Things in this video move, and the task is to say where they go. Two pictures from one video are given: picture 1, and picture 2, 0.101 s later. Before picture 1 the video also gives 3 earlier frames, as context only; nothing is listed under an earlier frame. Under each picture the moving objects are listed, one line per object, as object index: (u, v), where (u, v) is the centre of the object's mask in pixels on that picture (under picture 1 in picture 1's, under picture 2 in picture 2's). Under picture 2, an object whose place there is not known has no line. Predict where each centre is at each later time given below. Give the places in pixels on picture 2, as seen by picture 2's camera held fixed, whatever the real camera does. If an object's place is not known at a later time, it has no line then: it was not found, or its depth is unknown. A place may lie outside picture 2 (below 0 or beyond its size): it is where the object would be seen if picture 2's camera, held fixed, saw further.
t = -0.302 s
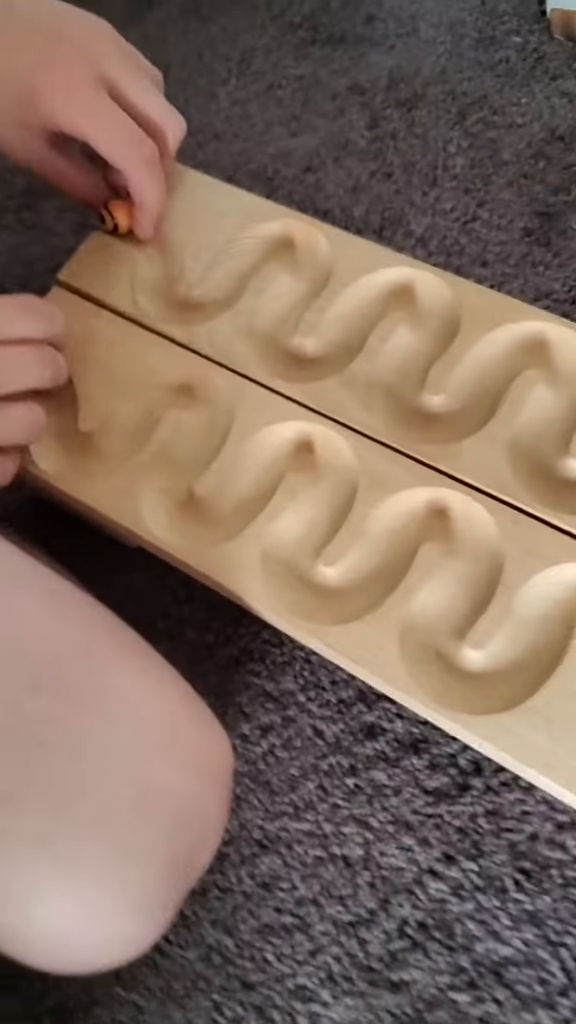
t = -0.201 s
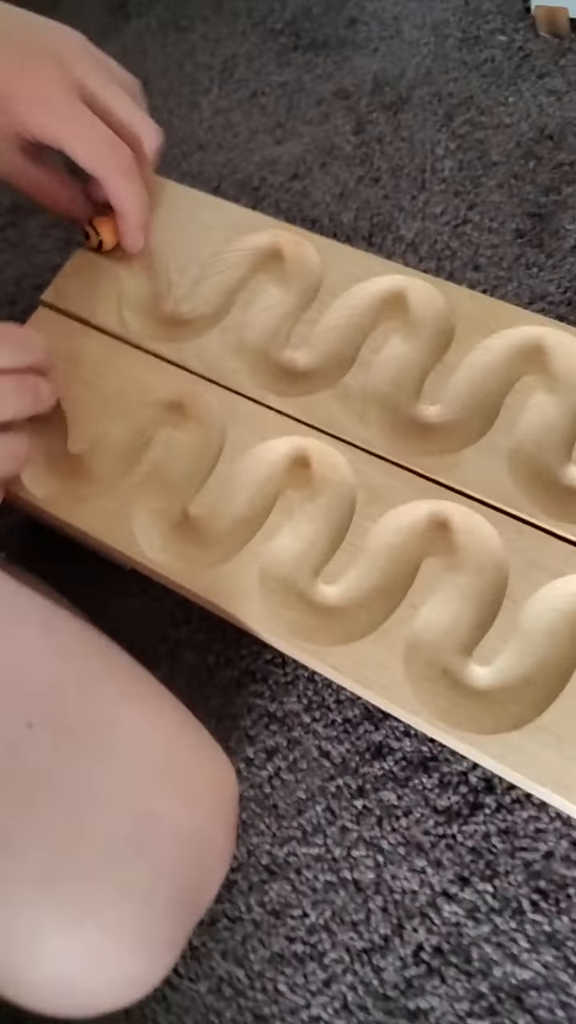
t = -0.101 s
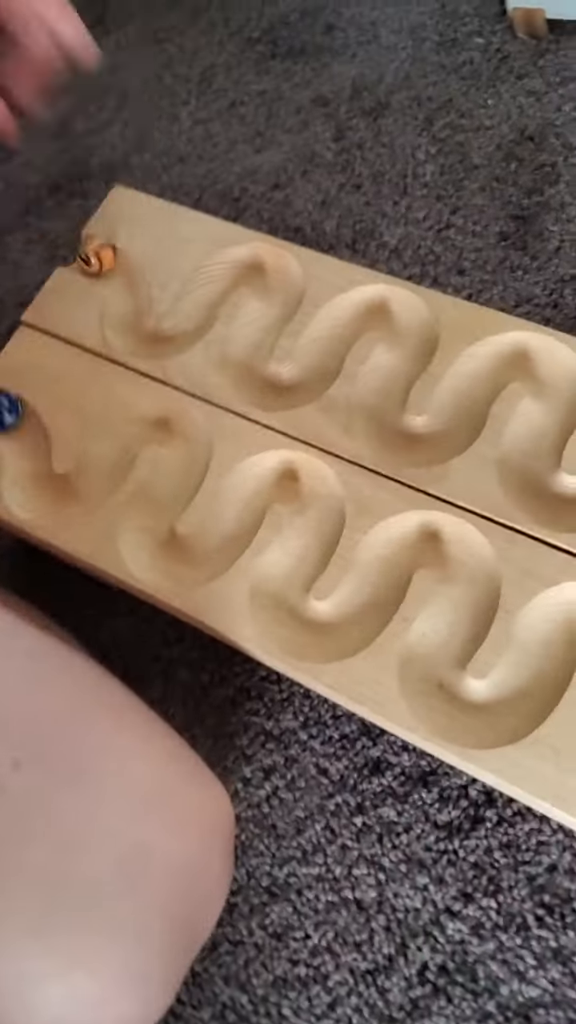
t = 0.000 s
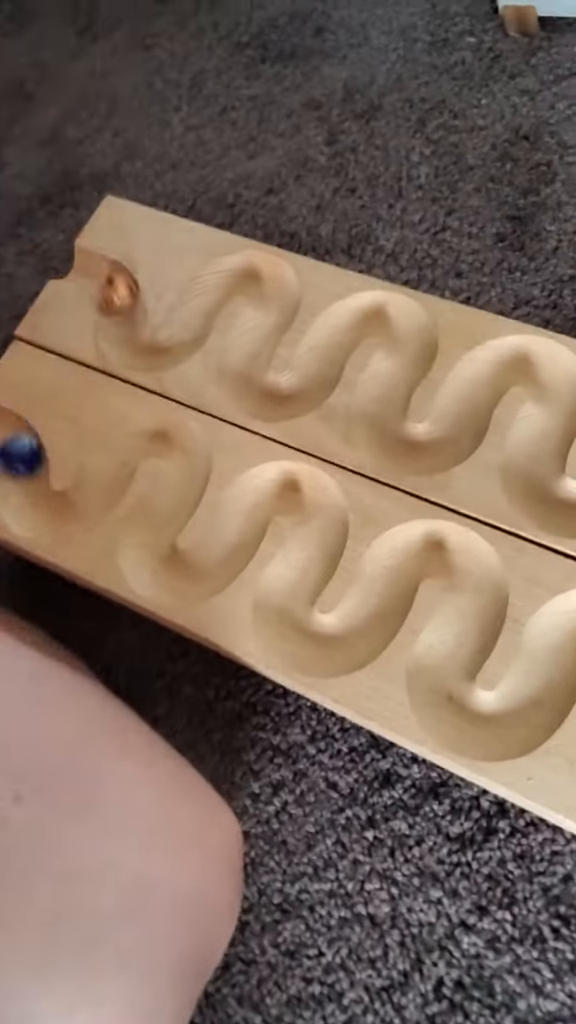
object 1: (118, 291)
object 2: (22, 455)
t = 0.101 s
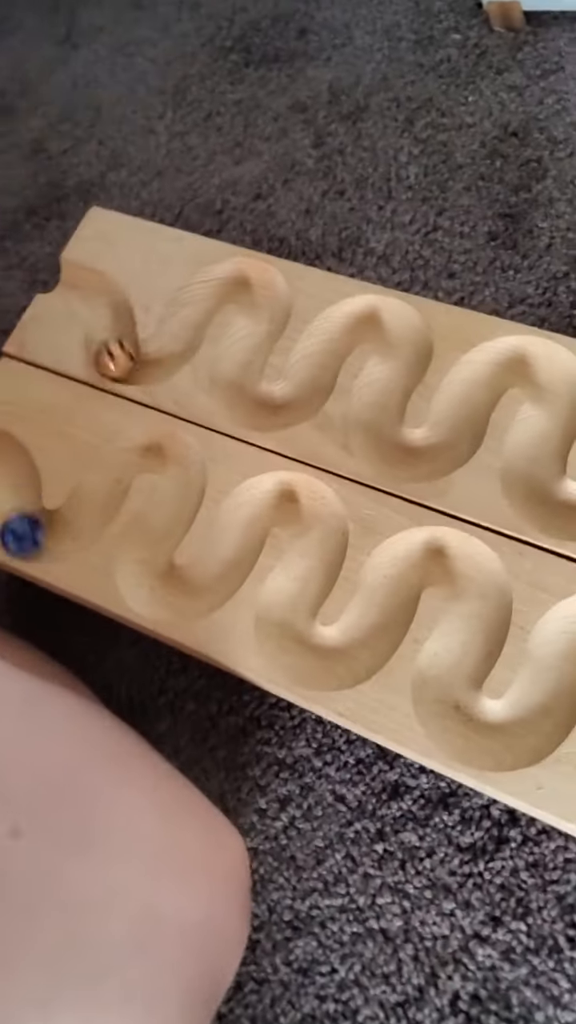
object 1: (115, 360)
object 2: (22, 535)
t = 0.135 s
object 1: (136, 363)
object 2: (36, 544)
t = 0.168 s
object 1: (156, 361)
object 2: (62, 537)
